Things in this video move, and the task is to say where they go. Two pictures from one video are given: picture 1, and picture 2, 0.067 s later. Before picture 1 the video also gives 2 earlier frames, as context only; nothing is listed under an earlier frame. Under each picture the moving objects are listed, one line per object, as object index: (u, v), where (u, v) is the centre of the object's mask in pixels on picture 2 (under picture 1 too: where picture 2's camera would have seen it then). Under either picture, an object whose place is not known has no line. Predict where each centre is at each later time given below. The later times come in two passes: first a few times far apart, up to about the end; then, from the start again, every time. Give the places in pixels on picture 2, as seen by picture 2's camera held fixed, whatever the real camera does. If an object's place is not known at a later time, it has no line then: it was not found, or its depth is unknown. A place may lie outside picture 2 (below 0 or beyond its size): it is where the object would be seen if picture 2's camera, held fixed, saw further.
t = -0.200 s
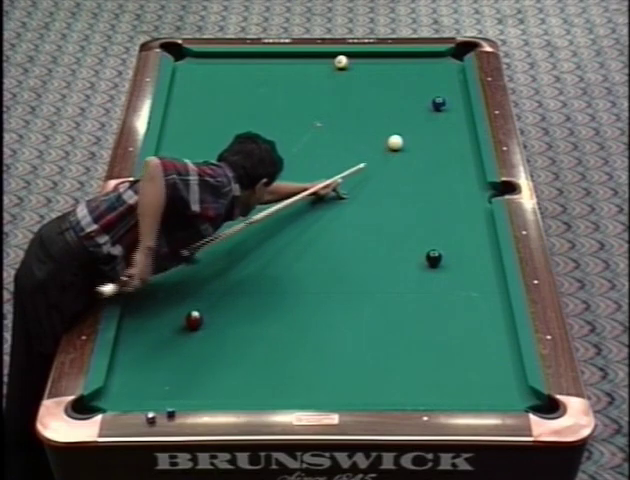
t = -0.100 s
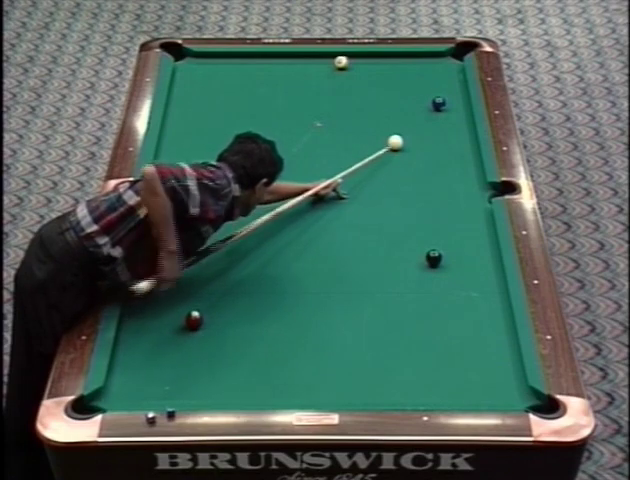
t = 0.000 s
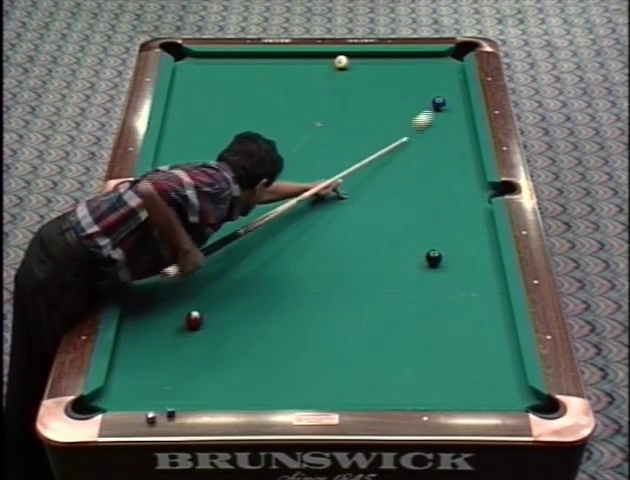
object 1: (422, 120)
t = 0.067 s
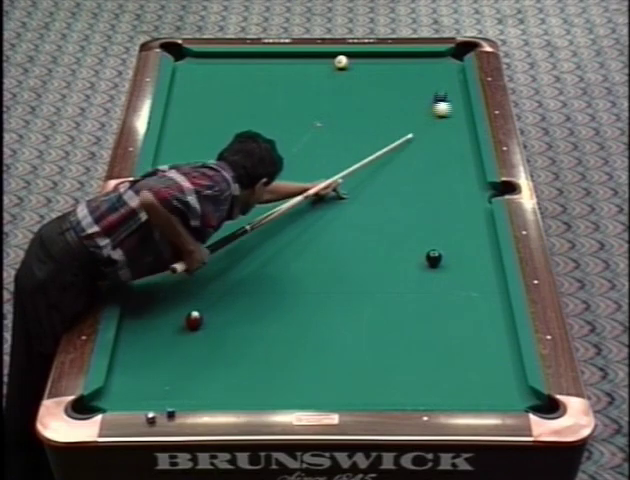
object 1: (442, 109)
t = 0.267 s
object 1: (458, 111)
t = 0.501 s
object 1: (439, 117)
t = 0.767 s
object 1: (419, 122)
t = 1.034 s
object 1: (400, 127)
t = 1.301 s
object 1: (382, 132)
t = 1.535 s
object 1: (367, 135)
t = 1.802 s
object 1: (352, 139)
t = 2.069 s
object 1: (337, 143)
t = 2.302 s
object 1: (326, 146)
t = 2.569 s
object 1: (314, 149)
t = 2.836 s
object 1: (303, 152)
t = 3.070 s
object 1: (295, 155)
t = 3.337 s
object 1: (287, 157)
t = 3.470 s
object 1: (284, 158)
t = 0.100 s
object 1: (449, 109)
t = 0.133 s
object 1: (455, 109)
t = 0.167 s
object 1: (462, 110)
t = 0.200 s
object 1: (464, 110)
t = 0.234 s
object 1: (461, 111)
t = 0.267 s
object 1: (458, 111)
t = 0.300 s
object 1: (455, 112)
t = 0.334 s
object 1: (452, 113)
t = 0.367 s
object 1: (450, 114)
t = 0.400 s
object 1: (447, 115)
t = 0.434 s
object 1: (444, 115)
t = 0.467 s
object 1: (442, 116)
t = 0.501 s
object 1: (439, 117)
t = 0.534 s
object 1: (437, 117)
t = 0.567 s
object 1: (434, 118)
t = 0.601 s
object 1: (432, 119)
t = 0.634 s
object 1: (429, 119)
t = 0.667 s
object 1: (427, 120)
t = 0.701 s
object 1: (424, 121)
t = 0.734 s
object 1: (421, 121)
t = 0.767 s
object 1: (419, 122)
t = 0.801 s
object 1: (416, 123)
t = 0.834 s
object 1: (414, 123)
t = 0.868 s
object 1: (412, 124)
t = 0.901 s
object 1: (409, 125)
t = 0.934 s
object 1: (407, 125)
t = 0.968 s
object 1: (405, 126)
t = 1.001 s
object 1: (402, 127)
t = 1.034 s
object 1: (400, 127)
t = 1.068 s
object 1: (398, 128)
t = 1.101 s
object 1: (395, 128)
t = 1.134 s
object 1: (393, 129)
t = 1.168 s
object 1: (391, 129)
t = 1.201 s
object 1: (388, 130)
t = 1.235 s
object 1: (386, 131)
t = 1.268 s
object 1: (384, 131)
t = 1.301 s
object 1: (382, 132)
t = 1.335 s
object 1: (380, 132)
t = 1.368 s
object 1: (378, 133)
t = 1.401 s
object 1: (376, 133)
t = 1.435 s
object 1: (373, 134)
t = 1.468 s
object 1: (371, 135)
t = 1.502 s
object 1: (369, 135)
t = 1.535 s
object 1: (367, 135)
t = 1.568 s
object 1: (365, 136)
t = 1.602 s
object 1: (363, 137)
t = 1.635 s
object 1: (361, 137)
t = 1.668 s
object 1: (359, 137)
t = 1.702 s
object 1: (357, 138)
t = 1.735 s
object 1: (356, 138)
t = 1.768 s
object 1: (354, 139)
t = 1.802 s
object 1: (352, 139)
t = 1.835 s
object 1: (350, 140)
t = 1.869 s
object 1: (348, 141)
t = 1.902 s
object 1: (346, 141)
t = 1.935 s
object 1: (344, 141)
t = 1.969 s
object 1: (342, 142)
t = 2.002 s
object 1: (341, 142)
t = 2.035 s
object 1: (339, 143)
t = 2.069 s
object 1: (337, 143)
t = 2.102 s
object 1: (336, 144)
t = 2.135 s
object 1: (334, 144)
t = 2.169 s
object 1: (332, 144)
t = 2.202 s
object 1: (331, 145)
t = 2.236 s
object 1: (329, 145)
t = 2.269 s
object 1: (327, 146)
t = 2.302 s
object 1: (326, 146)
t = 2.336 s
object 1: (324, 147)
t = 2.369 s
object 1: (323, 147)
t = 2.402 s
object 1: (321, 147)
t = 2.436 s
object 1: (320, 148)
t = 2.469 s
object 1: (318, 148)
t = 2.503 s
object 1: (317, 148)
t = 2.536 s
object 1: (315, 149)
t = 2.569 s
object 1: (314, 149)
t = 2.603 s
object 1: (312, 150)
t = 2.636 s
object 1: (311, 150)
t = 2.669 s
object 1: (310, 151)
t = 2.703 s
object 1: (309, 151)
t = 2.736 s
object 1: (307, 151)
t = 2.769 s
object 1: (306, 152)
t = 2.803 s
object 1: (305, 152)
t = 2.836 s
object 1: (303, 152)
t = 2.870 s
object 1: (302, 153)
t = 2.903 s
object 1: (301, 153)
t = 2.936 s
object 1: (300, 153)
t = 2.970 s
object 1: (299, 154)
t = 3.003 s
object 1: (297, 154)
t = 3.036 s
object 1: (296, 154)
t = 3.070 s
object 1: (295, 155)
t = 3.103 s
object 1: (294, 155)
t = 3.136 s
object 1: (293, 155)
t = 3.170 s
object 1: (292, 156)
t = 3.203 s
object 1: (291, 156)
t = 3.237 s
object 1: (290, 156)
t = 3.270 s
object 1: (289, 156)
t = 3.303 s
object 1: (288, 157)
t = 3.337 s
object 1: (287, 157)
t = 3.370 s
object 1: (287, 157)
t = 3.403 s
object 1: (286, 157)
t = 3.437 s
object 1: (285, 158)
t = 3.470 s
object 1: (284, 158)
